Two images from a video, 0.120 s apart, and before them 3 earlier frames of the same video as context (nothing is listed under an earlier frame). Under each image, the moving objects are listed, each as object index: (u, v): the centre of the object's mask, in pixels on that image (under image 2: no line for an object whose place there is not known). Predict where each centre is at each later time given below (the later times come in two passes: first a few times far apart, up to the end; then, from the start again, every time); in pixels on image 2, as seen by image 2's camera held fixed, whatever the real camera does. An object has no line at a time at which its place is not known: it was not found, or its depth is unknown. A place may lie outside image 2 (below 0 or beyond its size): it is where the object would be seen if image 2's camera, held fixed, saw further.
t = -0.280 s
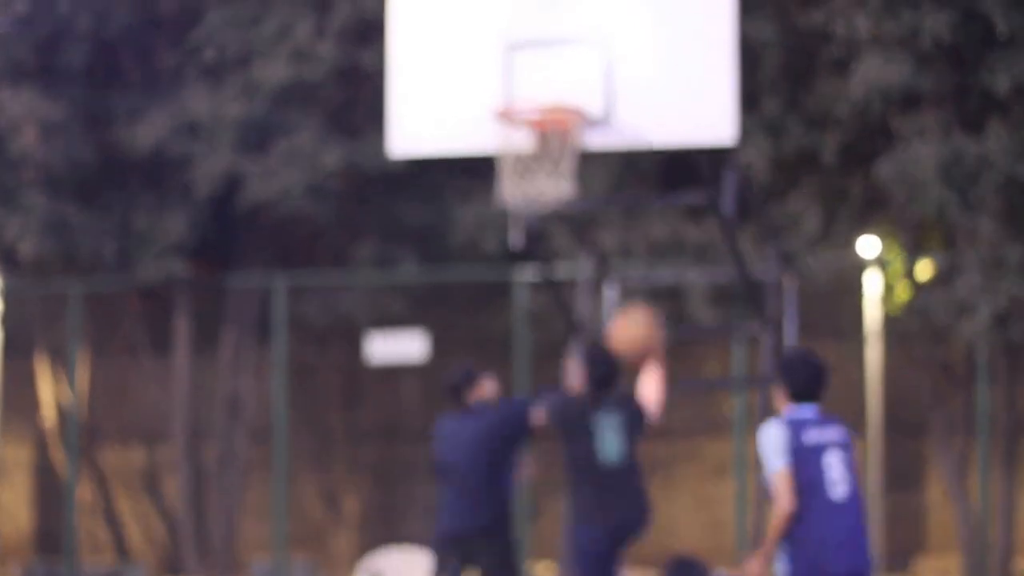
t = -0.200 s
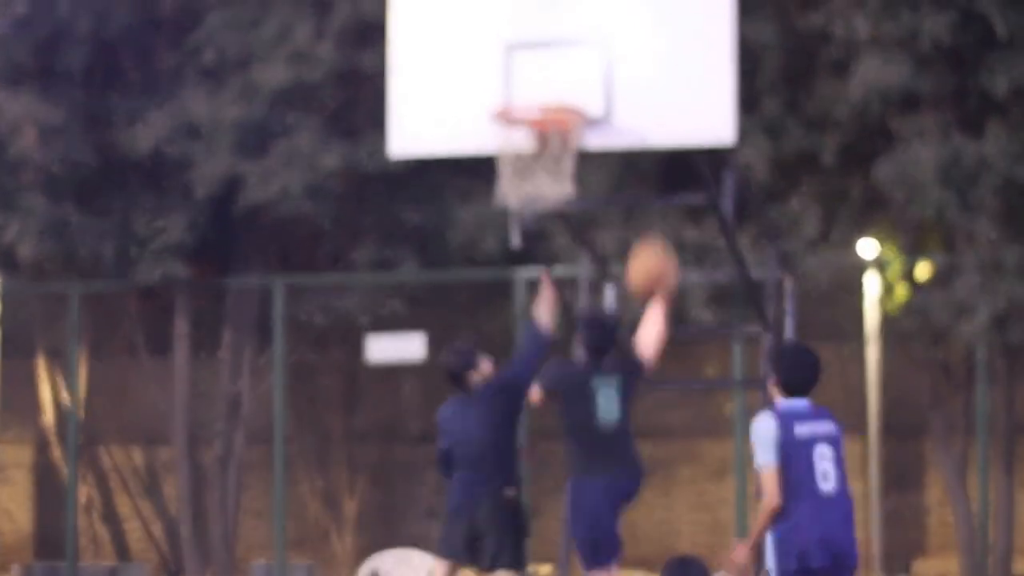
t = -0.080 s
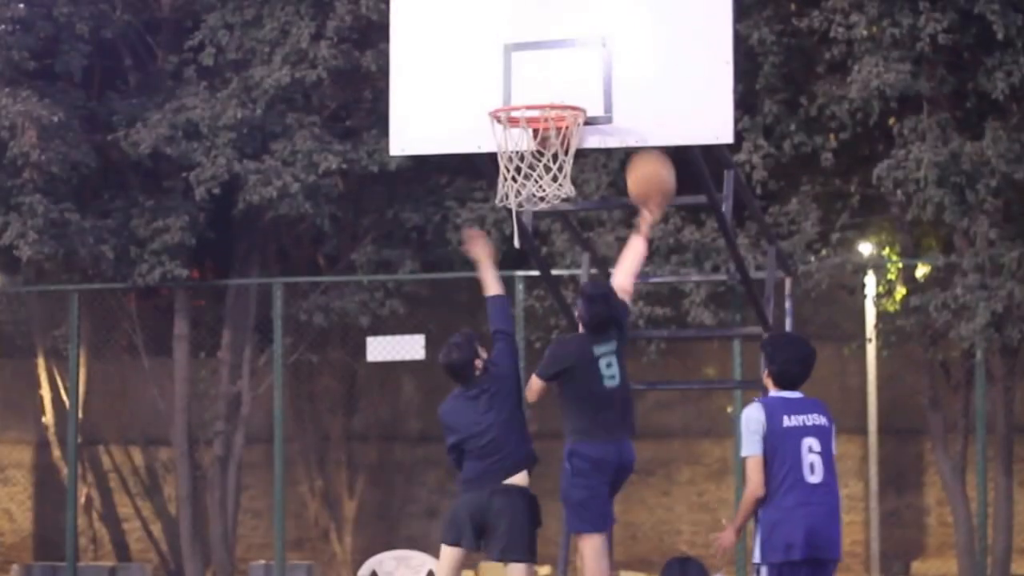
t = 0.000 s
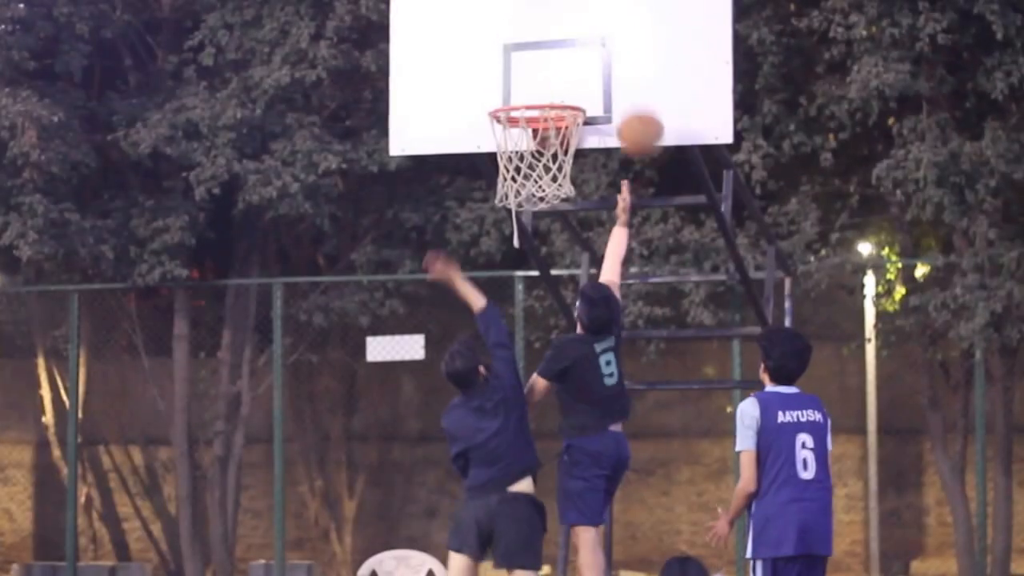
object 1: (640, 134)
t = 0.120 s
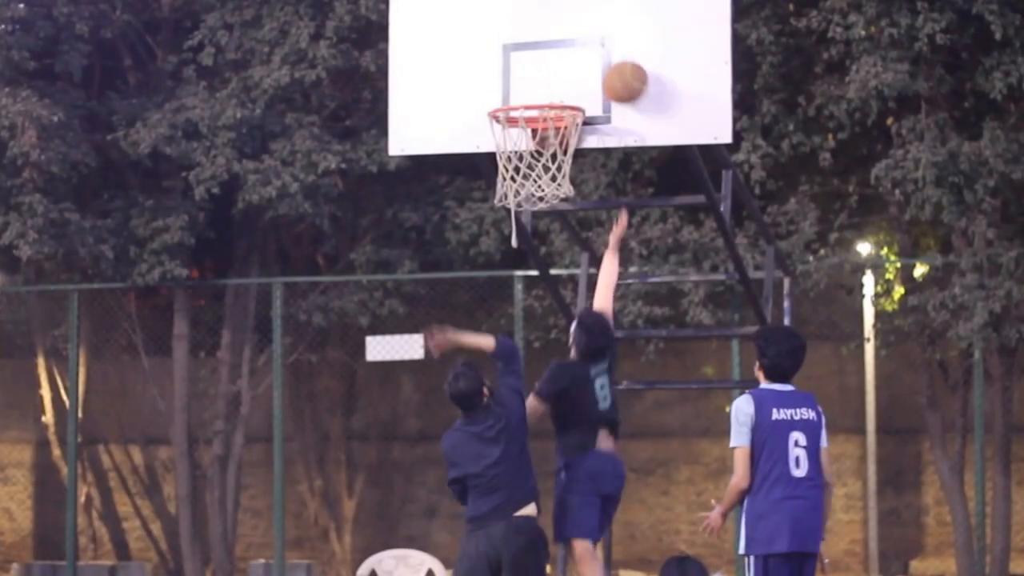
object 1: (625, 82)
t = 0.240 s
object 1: (607, 57)
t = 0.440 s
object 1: (573, 65)
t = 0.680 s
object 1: (514, 150)
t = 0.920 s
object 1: (477, 277)
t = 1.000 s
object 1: (465, 338)
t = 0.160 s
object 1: (620, 72)
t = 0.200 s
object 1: (615, 64)
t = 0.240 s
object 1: (607, 57)
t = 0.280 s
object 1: (601, 52)
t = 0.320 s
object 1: (594, 51)
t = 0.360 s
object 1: (588, 53)
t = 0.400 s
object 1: (581, 57)
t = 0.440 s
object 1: (573, 65)
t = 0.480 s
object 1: (566, 76)
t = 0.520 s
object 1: (559, 89)
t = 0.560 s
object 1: (549, 95)
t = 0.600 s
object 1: (537, 100)
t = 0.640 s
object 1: (522, 132)
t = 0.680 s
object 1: (514, 150)
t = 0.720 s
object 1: (506, 167)
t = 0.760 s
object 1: (499, 183)
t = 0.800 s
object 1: (495, 204)
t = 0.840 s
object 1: (489, 226)
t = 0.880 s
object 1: (484, 247)
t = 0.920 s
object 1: (477, 277)
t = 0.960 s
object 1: (472, 308)
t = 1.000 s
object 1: (465, 338)
